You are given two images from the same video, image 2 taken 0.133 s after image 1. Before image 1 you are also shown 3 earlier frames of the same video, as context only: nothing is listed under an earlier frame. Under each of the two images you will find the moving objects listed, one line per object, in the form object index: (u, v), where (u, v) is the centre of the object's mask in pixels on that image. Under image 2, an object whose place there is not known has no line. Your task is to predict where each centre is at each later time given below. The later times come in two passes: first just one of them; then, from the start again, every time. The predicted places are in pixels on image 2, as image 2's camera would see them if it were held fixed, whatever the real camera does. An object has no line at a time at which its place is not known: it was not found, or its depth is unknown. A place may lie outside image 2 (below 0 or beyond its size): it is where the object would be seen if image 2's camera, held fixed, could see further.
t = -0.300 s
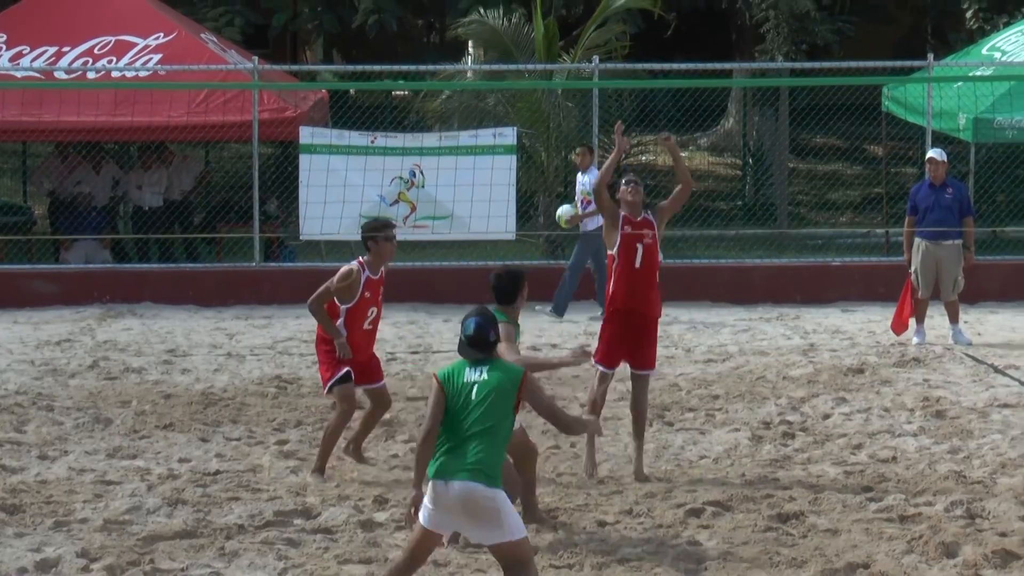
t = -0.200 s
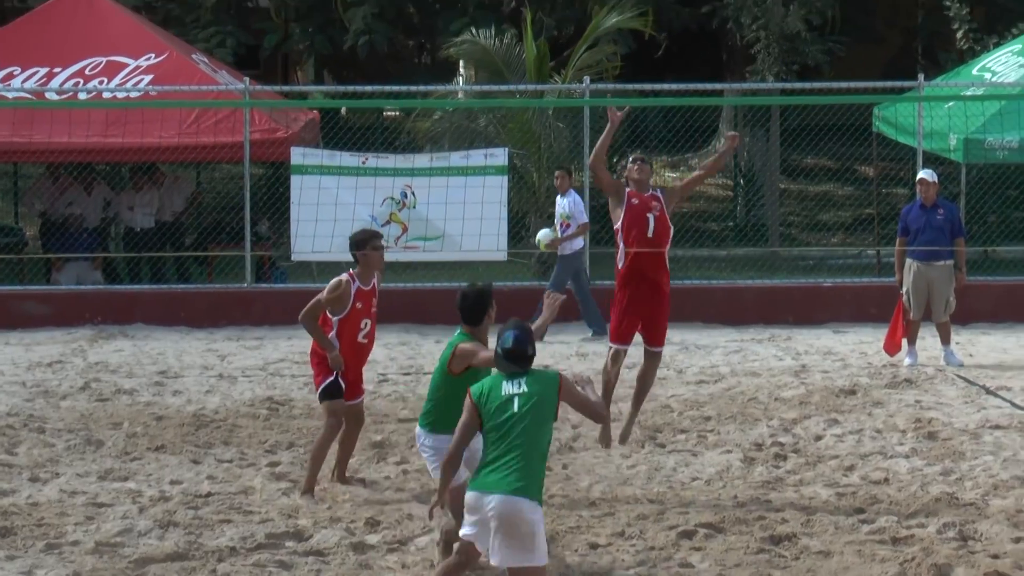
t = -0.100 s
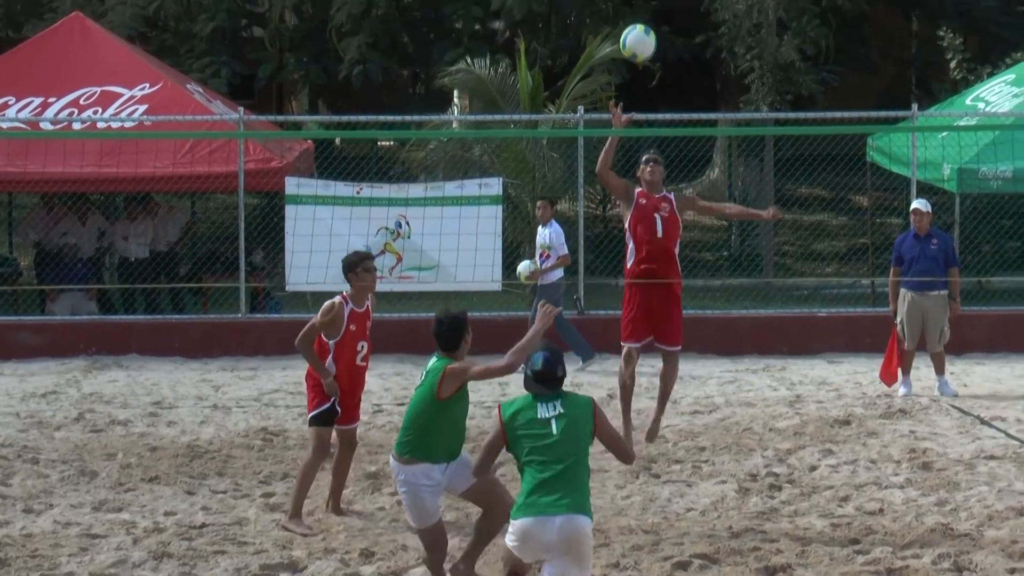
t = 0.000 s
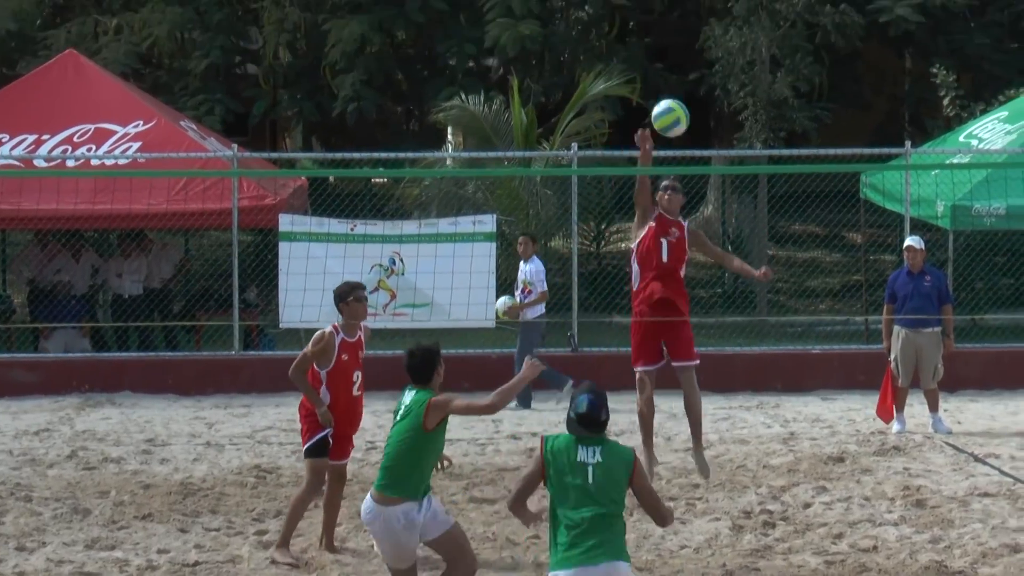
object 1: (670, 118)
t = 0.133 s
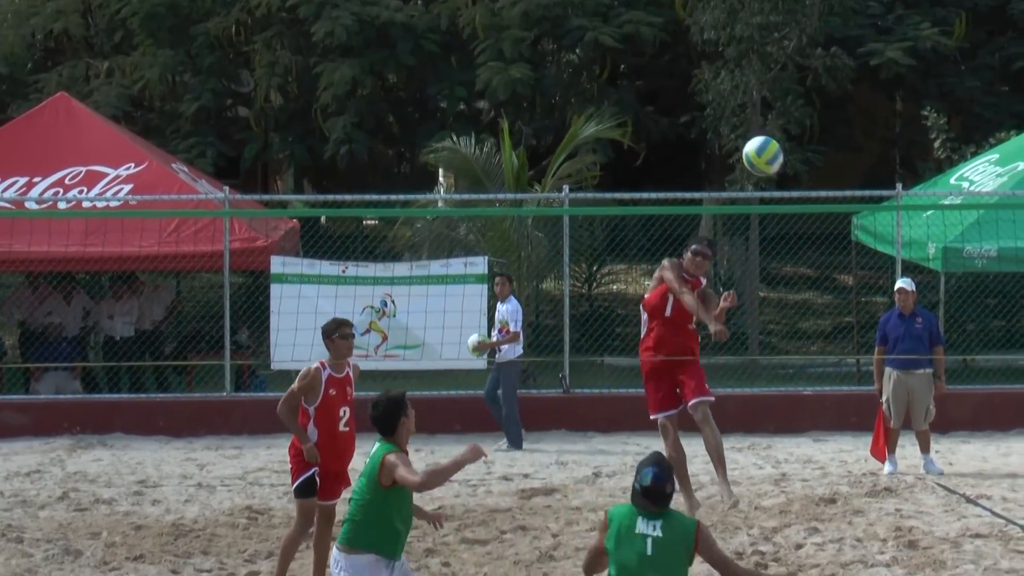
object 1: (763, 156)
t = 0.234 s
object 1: (847, 175)
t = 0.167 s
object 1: (790, 160)
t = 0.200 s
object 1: (818, 166)
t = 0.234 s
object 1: (847, 175)
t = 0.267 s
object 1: (878, 187)
